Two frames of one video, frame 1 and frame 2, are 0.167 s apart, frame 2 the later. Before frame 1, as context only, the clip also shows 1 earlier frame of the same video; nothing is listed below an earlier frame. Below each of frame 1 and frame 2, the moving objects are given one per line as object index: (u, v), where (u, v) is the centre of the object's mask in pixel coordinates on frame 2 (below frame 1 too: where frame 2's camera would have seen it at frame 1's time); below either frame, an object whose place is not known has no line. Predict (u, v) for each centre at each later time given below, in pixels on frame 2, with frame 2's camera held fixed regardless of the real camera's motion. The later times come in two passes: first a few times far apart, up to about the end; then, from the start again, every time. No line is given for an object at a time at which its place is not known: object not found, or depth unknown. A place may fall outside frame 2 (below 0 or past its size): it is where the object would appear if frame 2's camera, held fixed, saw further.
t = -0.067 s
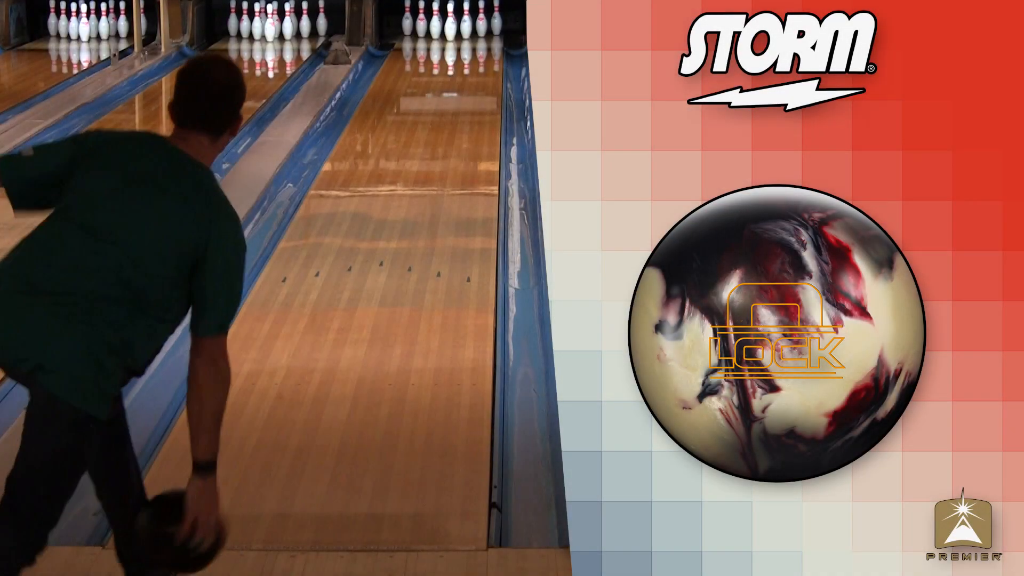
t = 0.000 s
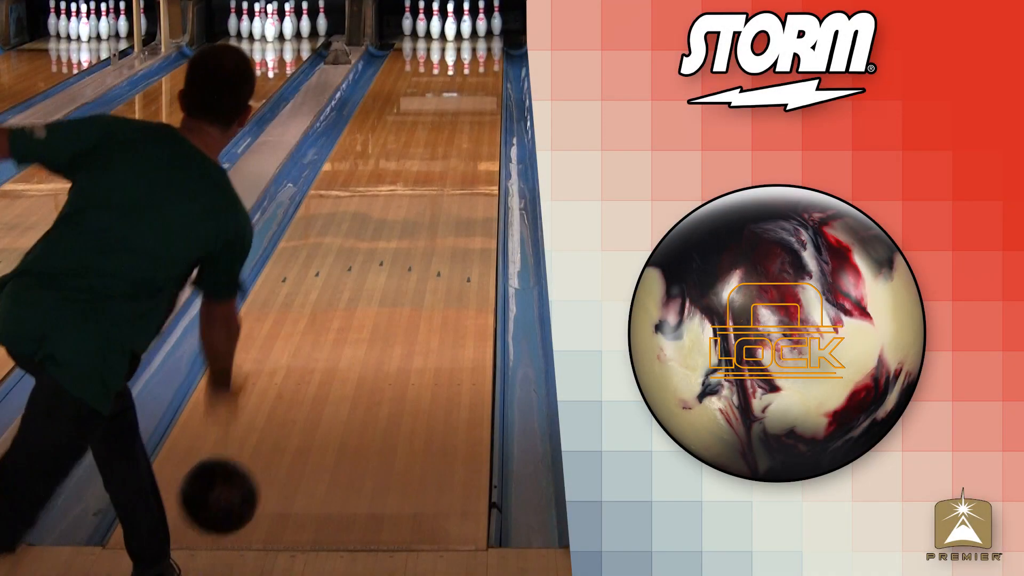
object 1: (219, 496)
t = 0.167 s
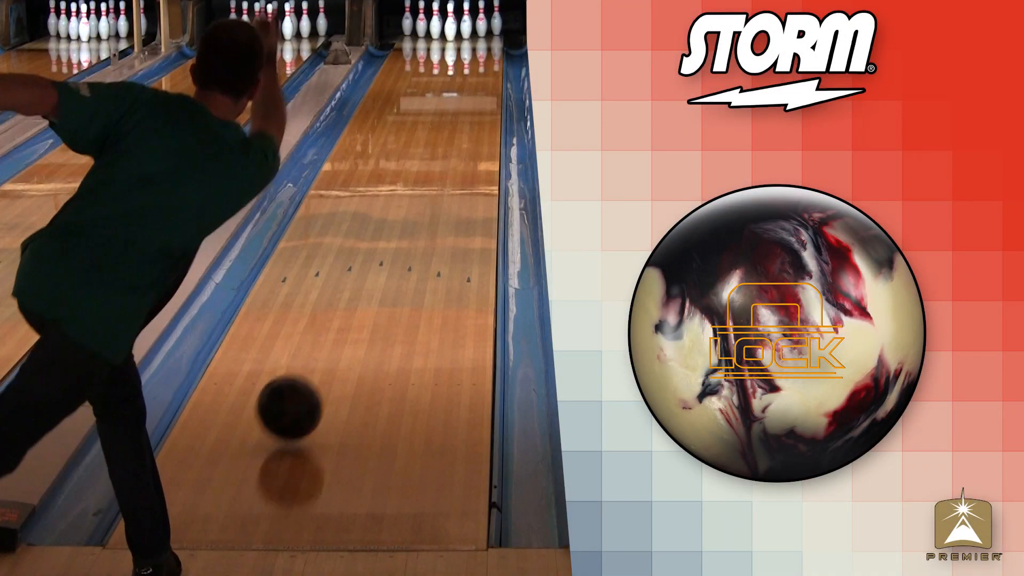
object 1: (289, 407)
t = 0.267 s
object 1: (321, 360)
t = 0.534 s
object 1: (382, 257)
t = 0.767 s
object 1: (418, 198)
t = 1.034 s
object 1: (446, 147)
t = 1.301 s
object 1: (465, 110)
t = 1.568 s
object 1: (477, 82)
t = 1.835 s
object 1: (480, 59)
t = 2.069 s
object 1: (475, 44)
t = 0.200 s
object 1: (301, 394)
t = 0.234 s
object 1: (312, 376)
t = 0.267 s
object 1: (321, 360)
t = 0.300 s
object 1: (331, 344)
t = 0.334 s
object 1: (339, 329)
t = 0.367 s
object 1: (348, 316)
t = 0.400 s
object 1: (355, 303)
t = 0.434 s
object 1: (363, 290)
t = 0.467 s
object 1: (369, 278)
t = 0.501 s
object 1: (376, 268)
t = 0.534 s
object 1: (382, 257)
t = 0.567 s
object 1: (388, 248)
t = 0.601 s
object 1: (394, 239)
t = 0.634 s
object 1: (399, 230)
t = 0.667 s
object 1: (404, 222)
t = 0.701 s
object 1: (409, 214)
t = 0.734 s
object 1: (413, 206)
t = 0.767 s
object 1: (418, 198)
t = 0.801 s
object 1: (422, 191)
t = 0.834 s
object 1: (426, 183)
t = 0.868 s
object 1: (430, 176)
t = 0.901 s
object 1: (433, 170)
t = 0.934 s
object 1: (437, 164)
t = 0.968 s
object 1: (440, 158)
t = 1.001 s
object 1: (443, 152)
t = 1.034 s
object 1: (446, 147)
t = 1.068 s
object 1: (449, 142)
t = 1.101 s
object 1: (452, 137)
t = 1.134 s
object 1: (454, 132)
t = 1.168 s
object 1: (456, 127)
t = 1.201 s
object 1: (459, 123)
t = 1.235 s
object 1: (461, 118)
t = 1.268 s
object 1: (463, 114)
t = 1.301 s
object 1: (465, 110)
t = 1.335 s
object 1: (467, 106)
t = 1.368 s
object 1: (469, 102)
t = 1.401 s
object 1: (471, 99)
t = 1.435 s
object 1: (472, 95)
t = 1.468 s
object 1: (473, 91)
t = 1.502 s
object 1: (475, 89)
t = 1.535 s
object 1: (476, 85)
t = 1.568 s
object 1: (477, 82)
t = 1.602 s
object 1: (478, 79)
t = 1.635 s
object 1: (479, 75)
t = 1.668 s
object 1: (479, 72)
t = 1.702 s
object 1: (480, 69)
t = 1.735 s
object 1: (480, 67)
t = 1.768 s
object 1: (481, 64)
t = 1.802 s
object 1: (481, 61)
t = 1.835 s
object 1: (480, 59)
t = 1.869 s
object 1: (480, 56)
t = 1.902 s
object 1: (480, 55)
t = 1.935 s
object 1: (479, 51)
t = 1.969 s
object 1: (478, 50)
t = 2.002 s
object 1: (477, 48)
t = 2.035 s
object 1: (476, 46)
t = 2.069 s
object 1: (475, 44)
